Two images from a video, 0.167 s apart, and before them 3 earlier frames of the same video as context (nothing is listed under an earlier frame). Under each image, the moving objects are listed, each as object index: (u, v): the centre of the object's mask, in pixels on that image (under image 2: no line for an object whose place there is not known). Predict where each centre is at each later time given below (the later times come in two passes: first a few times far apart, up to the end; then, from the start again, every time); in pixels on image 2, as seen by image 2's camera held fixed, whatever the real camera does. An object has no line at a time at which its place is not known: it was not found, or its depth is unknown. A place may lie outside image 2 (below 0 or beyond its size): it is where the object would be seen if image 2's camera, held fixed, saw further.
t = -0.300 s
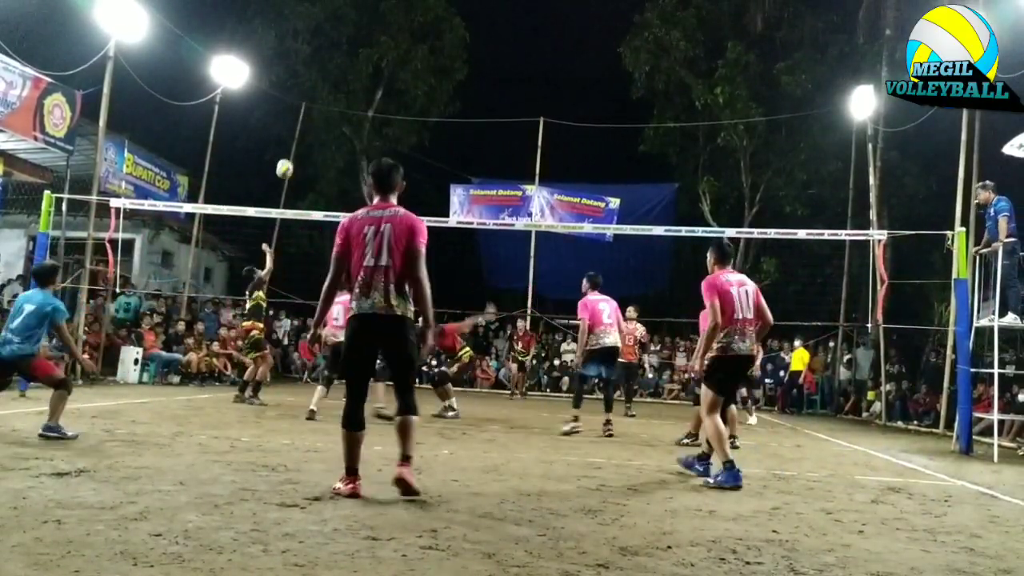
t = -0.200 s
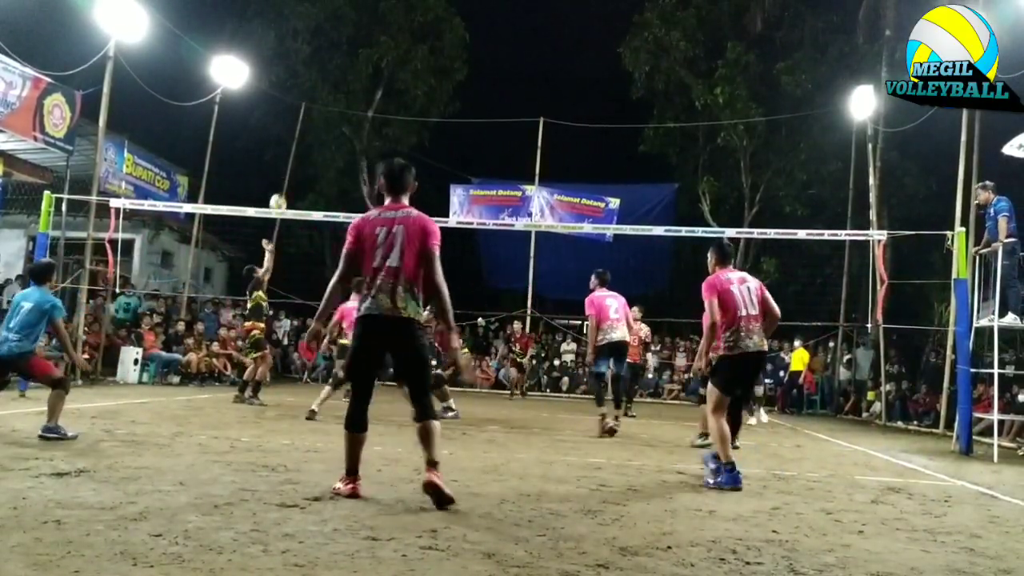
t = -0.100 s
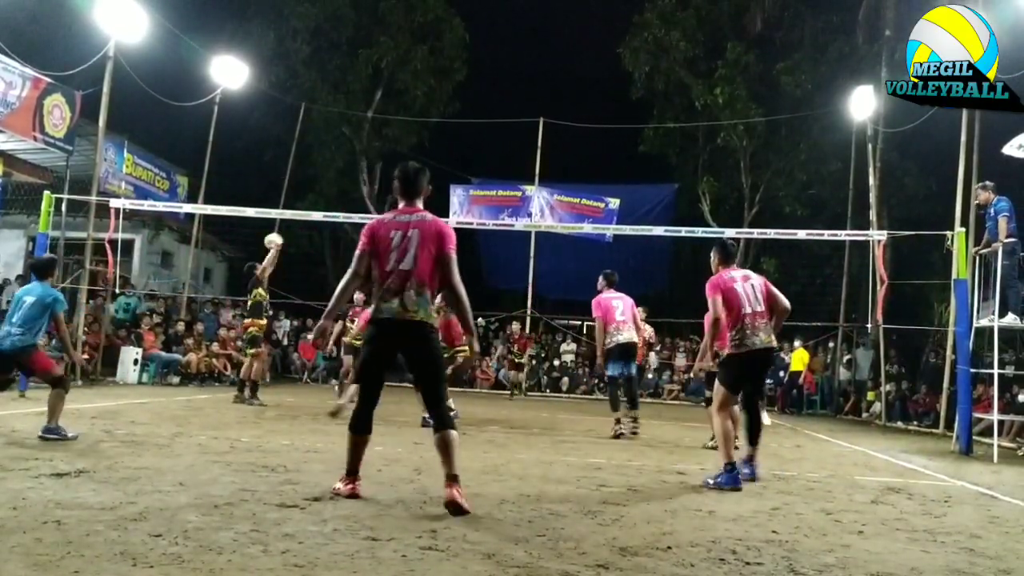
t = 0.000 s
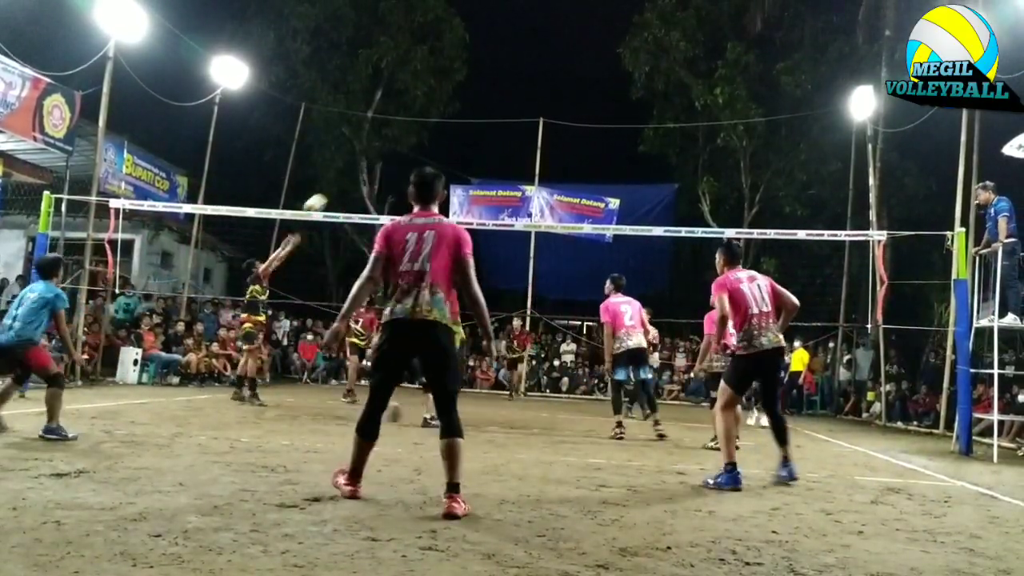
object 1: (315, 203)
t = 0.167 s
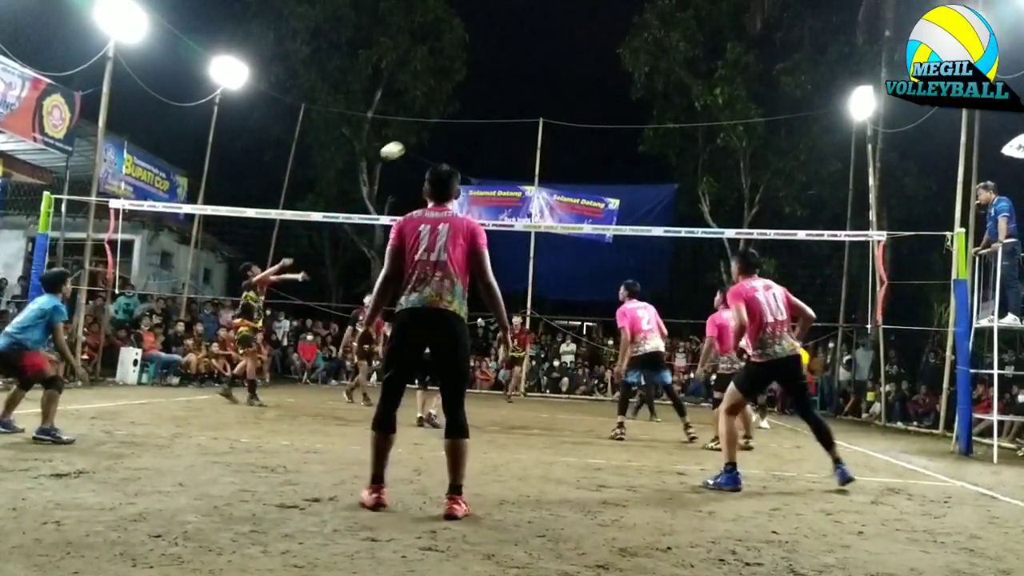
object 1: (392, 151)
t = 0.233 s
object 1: (422, 135)
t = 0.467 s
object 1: (526, 108)
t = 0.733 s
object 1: (640, 127)
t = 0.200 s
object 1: (407, 143)
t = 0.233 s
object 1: (422, 135)
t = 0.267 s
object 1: (437, 129)
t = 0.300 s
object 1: (452, 123)
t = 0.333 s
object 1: (467, 119)
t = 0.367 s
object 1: (482, 114)
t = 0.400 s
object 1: (497, 111)
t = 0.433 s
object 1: (511, 109)
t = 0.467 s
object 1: (526, 108)
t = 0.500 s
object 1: (540, 108)
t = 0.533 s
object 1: (555, 108)
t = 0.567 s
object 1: (569, 109)
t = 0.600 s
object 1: (584, 111)
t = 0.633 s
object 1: (598, 113)
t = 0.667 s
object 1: (612, 117)
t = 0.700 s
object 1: (626, 121)
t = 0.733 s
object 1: (640, 127)
